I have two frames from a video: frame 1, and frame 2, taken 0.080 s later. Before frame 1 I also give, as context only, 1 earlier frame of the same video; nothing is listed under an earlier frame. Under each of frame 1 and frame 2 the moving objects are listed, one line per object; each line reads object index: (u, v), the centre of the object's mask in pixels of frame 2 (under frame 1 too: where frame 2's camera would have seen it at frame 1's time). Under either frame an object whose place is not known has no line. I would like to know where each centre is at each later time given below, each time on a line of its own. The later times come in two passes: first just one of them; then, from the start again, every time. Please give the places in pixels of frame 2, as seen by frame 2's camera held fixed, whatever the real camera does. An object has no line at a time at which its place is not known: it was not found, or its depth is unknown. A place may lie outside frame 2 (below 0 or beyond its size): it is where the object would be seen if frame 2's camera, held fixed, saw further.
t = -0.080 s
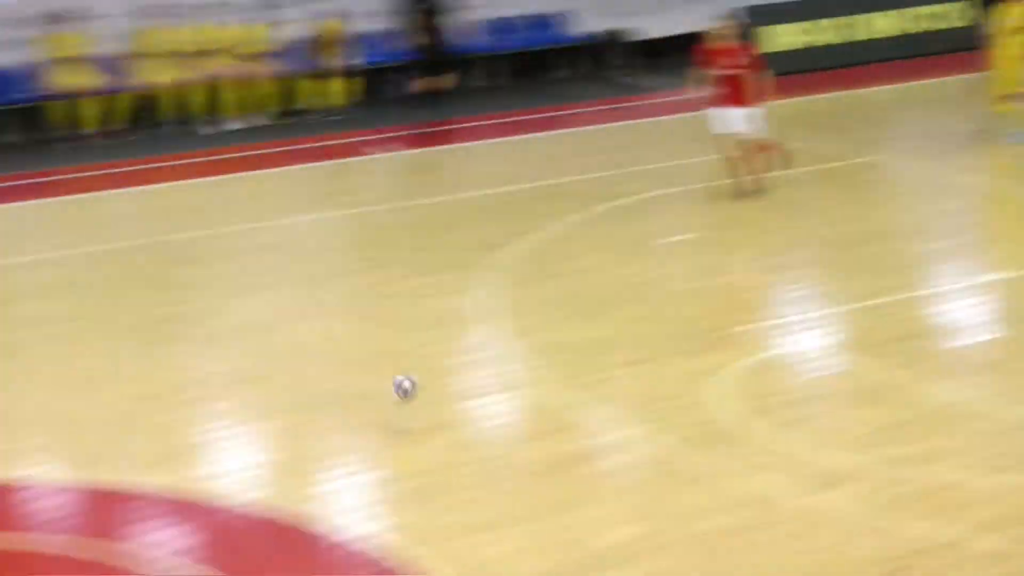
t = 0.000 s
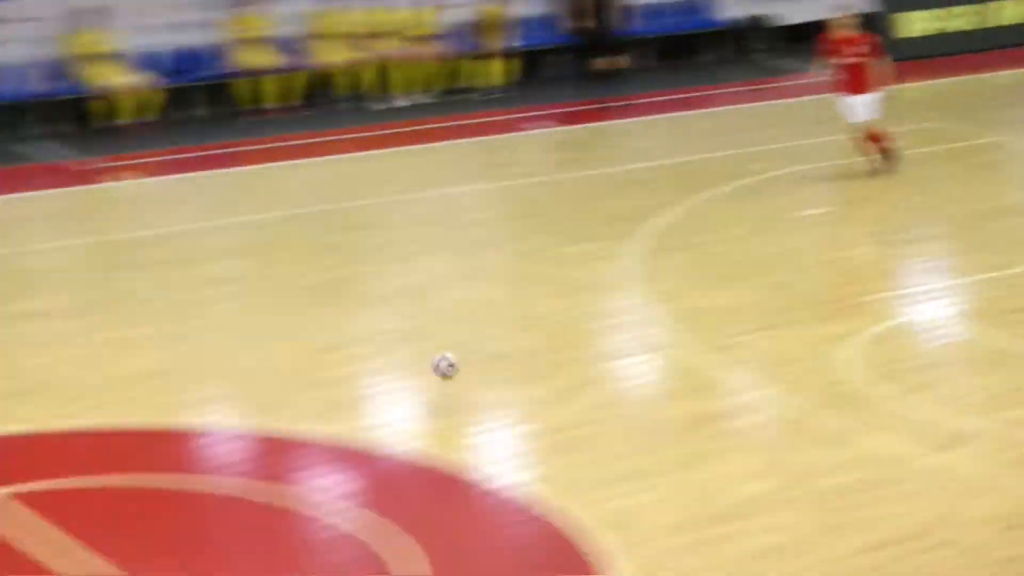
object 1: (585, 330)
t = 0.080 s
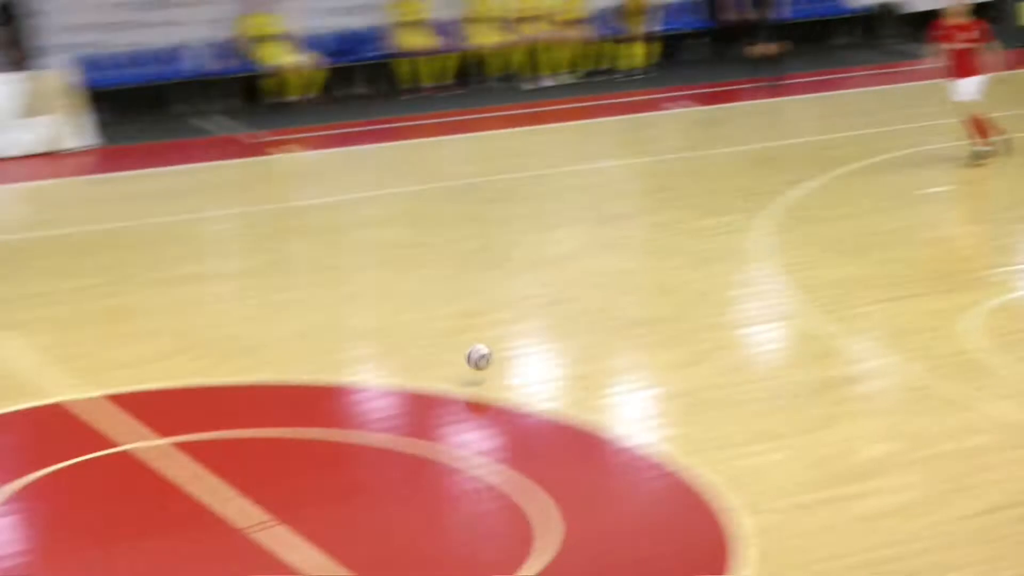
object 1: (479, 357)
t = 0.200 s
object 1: (323, 389)
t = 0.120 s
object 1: (425, 375)
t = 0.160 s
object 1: (373, 387)
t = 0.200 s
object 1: (323, 389)
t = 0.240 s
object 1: (271, 395)
